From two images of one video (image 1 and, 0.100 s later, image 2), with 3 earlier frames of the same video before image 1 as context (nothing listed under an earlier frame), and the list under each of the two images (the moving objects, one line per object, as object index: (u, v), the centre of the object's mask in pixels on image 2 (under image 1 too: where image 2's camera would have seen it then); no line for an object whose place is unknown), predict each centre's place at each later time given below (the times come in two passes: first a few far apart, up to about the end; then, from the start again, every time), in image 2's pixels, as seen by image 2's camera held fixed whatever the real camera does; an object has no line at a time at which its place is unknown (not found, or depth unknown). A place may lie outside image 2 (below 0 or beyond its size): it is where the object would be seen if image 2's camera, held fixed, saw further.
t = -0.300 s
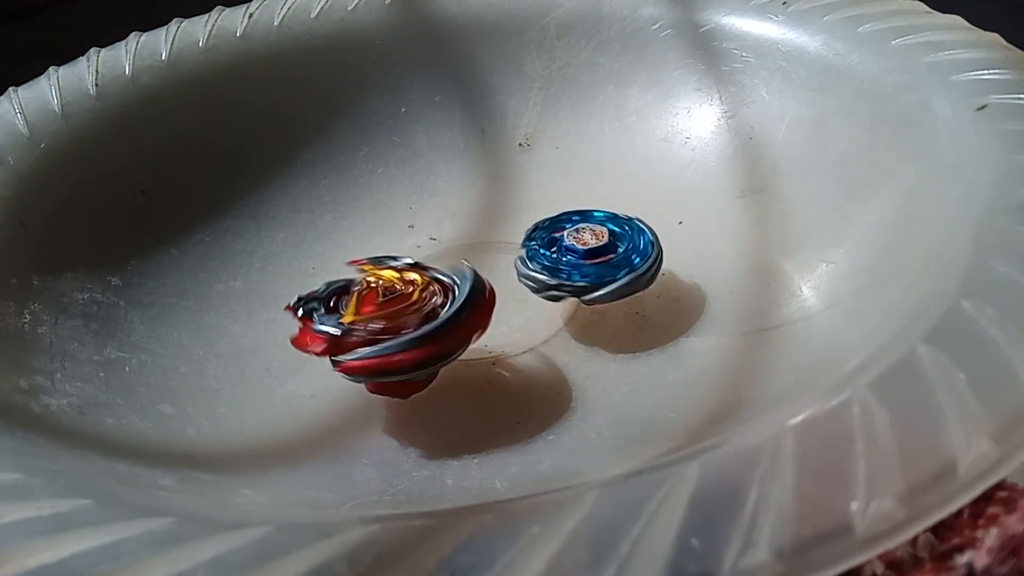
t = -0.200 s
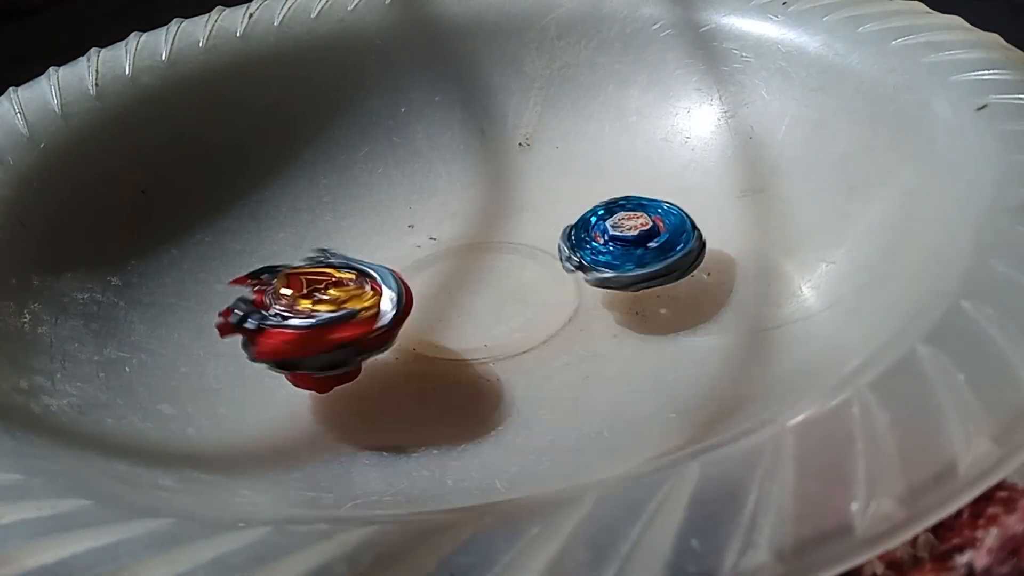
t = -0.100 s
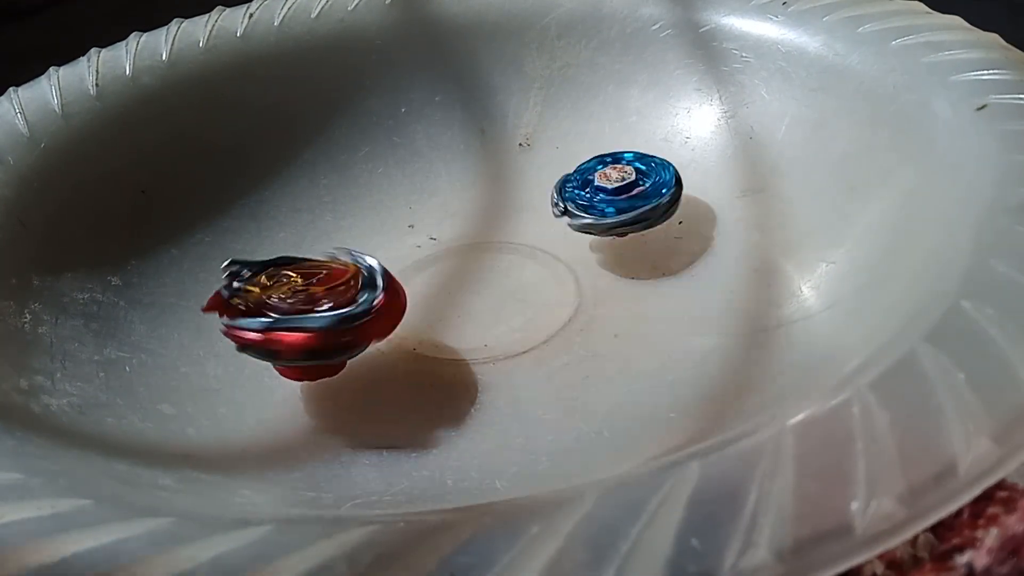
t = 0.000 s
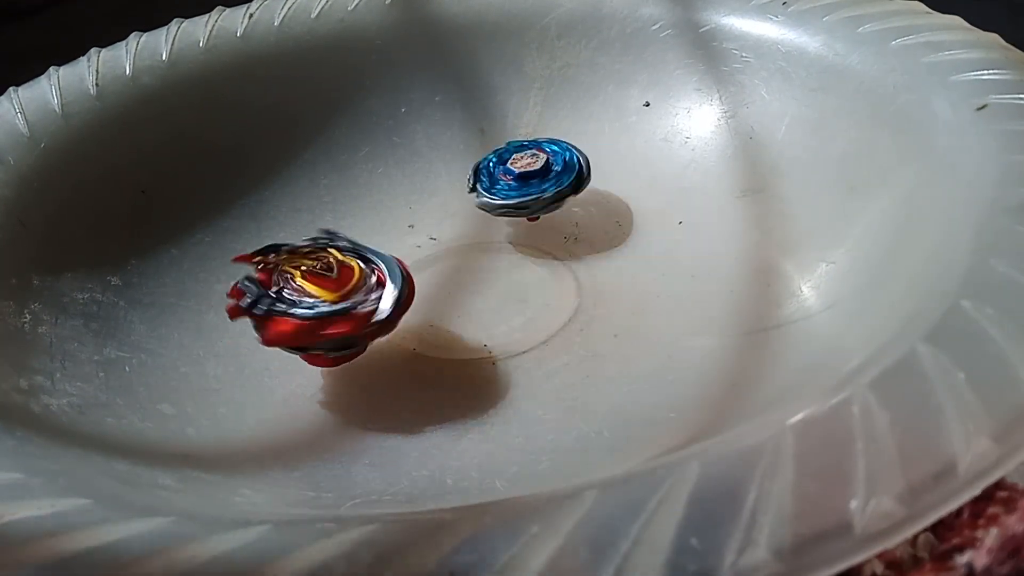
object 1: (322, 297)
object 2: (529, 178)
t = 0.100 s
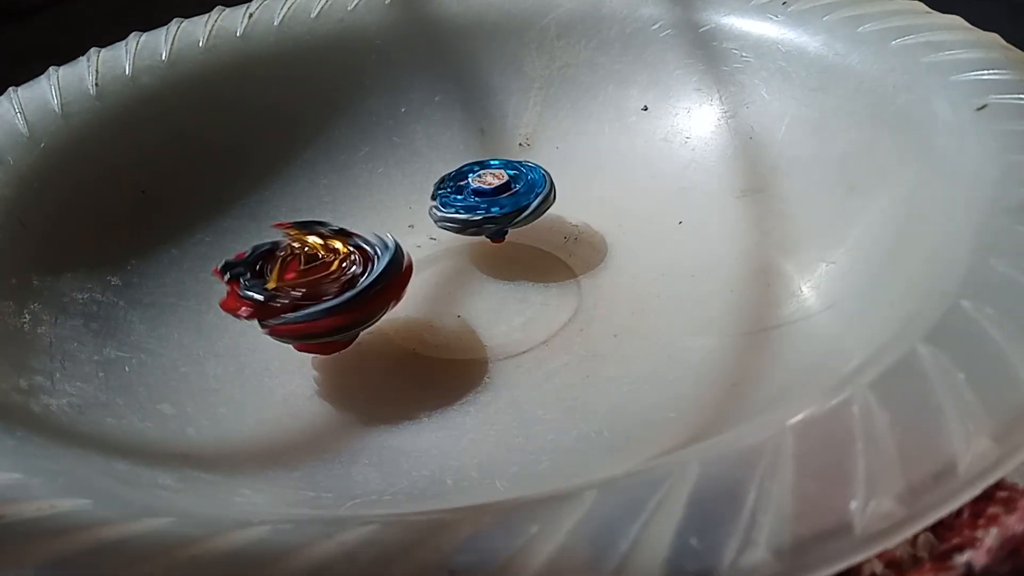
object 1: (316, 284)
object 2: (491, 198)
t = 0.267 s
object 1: (314, 256)
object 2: (496, 233)
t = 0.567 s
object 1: (333, 219)
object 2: (526, 325)
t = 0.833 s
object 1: (379, 189)
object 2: (624, 225)
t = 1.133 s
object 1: (468, 163)
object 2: (521, 246)
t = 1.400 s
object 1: (571, 176)
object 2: (445, 298)
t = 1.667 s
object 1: (631, 211)
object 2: (440, 359)
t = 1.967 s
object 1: (612, 186)
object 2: (522, 309)
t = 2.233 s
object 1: (595, 207)
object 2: (393, 357)
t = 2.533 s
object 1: (620, 221)
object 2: (403, 309)
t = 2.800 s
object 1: (583, 260)
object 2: (314, 302)
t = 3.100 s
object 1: (559, 295)
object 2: (363, 290)
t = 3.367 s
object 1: (499, 310)
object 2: (367, 249)
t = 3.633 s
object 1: (445, 319)
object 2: (355, 226)
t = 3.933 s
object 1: (425, 316)
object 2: (372, 226)
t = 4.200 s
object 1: (422, 311)
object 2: (419, 207)
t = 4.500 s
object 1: (442, 308)
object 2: (431, 194)
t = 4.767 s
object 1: (501, 316)
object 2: (455, 192)
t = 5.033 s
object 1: (590, 276)
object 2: (501, 188)
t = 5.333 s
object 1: (607, 242)
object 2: (524, 183)
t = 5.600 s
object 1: (631, 250)
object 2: (526, 168)
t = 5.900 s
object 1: (589, 259)
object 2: (409, 209)
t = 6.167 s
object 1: (415, 341)
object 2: (501, 238)
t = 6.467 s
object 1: (451, 321)
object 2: (658, 256)
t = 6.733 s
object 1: (409, 224)
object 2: (591, 227)
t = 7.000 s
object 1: (420, 153)
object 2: (496, 288)
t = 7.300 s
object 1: (455, 186)
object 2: (444, 365)
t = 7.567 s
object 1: (605, 221)
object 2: (453, 333)
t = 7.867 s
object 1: (673, 202)
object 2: (316, 318)
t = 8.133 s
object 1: (556, 234)
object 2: (323, 277)
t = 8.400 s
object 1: (492, 188)
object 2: (366, 217)
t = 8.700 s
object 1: (568, 146)
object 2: (396, 193)
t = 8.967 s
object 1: (577, 243)
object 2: (385, 216)
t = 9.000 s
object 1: (584, 267)
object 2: (391, 216)
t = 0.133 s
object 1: (310, 280)
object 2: (490, 205)
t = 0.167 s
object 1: (307, 273)
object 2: (489, 212)
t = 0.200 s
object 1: (306, 268)
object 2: (491, 219)
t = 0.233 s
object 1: (308, 262)
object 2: (491, 226)
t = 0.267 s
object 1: (314, 256)
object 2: (496, 233)
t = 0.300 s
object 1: (312, 250)
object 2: (502, 242)
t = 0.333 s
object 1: (312, 244)
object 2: (506, 253)
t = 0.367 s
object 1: (318, 238)
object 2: (505, 266)
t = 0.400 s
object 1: (318, 233)
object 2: (506, 276)
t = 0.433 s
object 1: (324, 229)
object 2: (508, 286)
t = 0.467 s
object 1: (329, 225)
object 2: (511, 296)
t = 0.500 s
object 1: (332, 223)
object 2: (516, 306)
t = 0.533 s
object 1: (335, 222)
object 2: (520, 316)
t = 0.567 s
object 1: (333, 219)
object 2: (526, 325)
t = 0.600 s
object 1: (335, 215)
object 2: (542, 330)
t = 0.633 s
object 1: (341, 211)
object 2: (567, 329)
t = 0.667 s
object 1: (344, 209)
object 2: (599, 316)
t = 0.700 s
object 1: (351, 205)
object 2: (627, 298)
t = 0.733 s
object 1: (357, 201)
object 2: (643, 276)
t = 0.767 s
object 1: (364, 197)
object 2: (646, 257)
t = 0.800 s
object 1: (374, 193)
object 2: (640, 237)
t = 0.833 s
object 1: (379, 189)
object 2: (624, 225)
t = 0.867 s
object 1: (390, 183)
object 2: (604, 219)
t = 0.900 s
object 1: (398, 180)
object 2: (590, 220)
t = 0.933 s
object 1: (407, 178)
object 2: (578, 222)
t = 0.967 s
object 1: (418, 175)
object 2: (568, 226)
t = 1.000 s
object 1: (428, 172)
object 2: (558, 230)
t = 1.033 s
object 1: (438, 169)
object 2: (549, 233)
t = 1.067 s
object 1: (450, 167)
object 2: (538, 237)
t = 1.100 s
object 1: (460, 165)
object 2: (531, 241)
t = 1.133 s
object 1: (468, 163)
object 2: (521, 246)
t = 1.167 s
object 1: (482, 162)
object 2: (513, 251)
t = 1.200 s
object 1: (491, 164)
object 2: (503, 259)
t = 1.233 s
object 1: (504, 165)
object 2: (495, 265)
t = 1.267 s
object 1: (514, 168)
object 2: (485, 274)
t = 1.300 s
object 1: (531, 168)
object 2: (475, 278)
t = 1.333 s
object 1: (545, 171)
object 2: (465, 285)
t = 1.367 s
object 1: (560, 172)
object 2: (455, 291)
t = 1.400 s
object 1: (571, 176)
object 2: (445, 298)
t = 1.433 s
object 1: (583, 180)
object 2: (436, 306)
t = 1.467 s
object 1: (592, 186)
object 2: (428, 313)
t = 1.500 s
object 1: (603, 190)
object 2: (419, 320)
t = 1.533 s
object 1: (609, 195)
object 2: (409, 329)
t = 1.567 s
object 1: (616, 200)
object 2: (402, 337)
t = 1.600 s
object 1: (620, 204)
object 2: (405, 346)
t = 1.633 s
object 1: (629, 208)
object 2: (417, 354)
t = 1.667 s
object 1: (631, 211)
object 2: (440, 359)
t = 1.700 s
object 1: (635, 216)
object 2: (473, 358)
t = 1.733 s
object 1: (637, 217)
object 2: (511, 350)
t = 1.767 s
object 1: (634, 220)
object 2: (545, 338)
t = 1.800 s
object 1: (634, 220)
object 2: (568, 322)
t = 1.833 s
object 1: (644, 206)
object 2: (576, 316)
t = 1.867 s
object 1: (655, 199)
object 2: (574, 309)
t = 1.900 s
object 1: (649, 192)
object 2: (562, 305)
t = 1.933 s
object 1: (629, 189)
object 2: (545, 305)
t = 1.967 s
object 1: (612, 186)
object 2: (522, 309)
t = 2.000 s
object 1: (597, 184)
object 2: (499, 314)
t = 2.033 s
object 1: (589, 184)
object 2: (475, 318)
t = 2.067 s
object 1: (585, 185)
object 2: (450, 323)
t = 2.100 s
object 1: (583, 187)
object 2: (425, 329)
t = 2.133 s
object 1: (583, 190)
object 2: (403, 335)
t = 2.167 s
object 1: (584, 195)
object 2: (385, 342)
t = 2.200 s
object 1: (590, 201)
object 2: (381, 350)
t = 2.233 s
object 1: (595, 207)
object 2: (393, 357)
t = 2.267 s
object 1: (598, 214)
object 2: (415, 361)
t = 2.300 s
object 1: (604, 221)
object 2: (441, 359)
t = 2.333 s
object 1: (611, 227)
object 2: (463, 352)
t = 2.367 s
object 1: (617, 232)
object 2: (472, 342)
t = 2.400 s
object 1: (623, 234)
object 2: (467, 332)
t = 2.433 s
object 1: (629, 234)
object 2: (453, 324)
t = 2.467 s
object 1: (629, 228)
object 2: (436, 317)
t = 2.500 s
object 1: (626, 224)
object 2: (418, 313)
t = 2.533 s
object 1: (620, 221)
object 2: (403, 309)
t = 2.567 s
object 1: (616, 221)
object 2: (388, 306)
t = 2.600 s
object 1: (609, 224)
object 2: (374, 303)
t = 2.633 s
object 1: (605, 228)
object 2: (359, 300)
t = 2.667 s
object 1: (601, 233)
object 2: (345, 298)
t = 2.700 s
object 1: (599, 239)
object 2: (334, 297)
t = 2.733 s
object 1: (592, 245)
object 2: (326, 296)
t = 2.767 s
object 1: (588, 251)
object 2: (319, 297)
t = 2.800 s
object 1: (583, 260)
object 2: (314, 302)
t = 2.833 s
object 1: (579, 266)
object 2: (313, 310)
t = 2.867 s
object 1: (576, 273)
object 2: (320, 319)
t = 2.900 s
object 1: (572, 279)
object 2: (334, 325)
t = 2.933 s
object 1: (570, 284)
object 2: (347, 325)
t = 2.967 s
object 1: (566, 290)
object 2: (356, 321)
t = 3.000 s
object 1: (561, 293)
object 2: (361, 315)
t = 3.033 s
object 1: (562, 294)
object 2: (363, 308)
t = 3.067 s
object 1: (561, 296)
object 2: (364, 298)
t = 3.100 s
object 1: (559, 295)
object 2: (363, 290)
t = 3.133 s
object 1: (557, 295)
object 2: (363, 284)
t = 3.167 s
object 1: (553, 296)
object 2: (363, 278)
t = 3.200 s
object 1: (544, 297)
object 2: (364, 273)
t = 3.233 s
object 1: (536, 299)
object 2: (364, 268)
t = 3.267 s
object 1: (529, 301)
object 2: (365, 264)
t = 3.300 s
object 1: (522, 304)
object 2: (367, 258)
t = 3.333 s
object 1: (510, 307)
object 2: (367, 253)
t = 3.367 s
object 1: (499, 310)
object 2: (367, 249)
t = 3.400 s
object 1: (485, 313)
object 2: (367, 244)
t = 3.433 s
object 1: (475, 314)
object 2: (367, 239)
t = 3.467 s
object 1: (465, 317)
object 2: (367, 236)
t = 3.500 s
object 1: (456, 319)
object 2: (367, 232)
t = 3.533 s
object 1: (454, 318)
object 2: (365, 229)
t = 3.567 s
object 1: (451, 318)
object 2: (363, 227)
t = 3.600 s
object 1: (447, 318)
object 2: (360, 225)
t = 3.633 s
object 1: (445, 319)
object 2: (355, 226)
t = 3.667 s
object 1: (444, 319)
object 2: (351, 228)
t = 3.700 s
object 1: (442, 319)
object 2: (347, 230)
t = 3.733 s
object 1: (439, 318)
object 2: (345, 233)
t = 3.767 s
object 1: (436, 318)
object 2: (346, 236)
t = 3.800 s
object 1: (432, 318)
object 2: (350, 237)
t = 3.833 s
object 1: (427, 317)
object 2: (354, 234)
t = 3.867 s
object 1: (426, 317)
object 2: (359, 233)
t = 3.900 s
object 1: (425, 316)
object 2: (366, 230)
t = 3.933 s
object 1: (425, 316)
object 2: (372, 226)
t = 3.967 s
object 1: (424, 315)
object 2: (378, 225)
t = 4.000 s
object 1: (422, 314)
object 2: (385, 221)
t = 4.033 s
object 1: (421, 314)
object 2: (392, 219)
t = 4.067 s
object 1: (420, 314)
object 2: (398, 217)
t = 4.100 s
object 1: (420, 312)
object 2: (404, 213)
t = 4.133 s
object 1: (421, 311)
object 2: (409, 211)
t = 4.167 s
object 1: (422, 311)
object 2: (414, 208)
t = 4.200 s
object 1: (422, 311)
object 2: (419, 207)
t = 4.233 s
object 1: (423, 310)
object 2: (423, 203)
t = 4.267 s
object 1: (425, 309)
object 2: (427, 200)
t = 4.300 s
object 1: (428, 308)
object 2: (429, 198)
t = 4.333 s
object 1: (430, 308)
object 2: (431, 196)
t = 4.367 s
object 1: (431, 308)
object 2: (430, 195)
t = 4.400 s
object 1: (433, 308)
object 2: (430, 194)
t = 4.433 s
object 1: (434, 308)
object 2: (430, 194)
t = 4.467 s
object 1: (436, 308)
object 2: (430, 194)
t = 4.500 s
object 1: (442, 308)
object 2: (431, 194)
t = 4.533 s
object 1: (447, 308)
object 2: (433, 195)
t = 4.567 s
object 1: (450, 308)
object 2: (434, 193)
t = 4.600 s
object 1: (455, 310)
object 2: (437, 193)
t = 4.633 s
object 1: (461, 312)
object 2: (439, 193)
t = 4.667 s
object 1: (469, 314)
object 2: (443, 193)
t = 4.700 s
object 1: (477, 316)
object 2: (447, 194)
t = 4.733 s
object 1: (487, 316)
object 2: (450, 193)
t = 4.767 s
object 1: (501, 316)
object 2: (455, 192)
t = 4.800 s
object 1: (513, 314)
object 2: (459, 193)
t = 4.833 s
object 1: (528, 311)
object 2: (465, 193)
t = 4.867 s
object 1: (543, 306)
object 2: (472, 191)
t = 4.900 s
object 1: (555, 301)
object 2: (478, 191)
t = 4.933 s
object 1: (565, 295)
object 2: (482, 191)
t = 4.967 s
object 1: (577, 290)
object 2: (488, 190)
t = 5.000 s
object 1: (583, 283)
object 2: (495, 189)
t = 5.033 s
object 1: (590, 276)
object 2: (501, 188)
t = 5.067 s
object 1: (593, 269)
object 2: (505, 187)
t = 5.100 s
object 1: (595, 264)
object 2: (512, 185)
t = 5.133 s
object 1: (597, 259)
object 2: (516, 183)
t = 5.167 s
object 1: (600, 254)
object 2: (517, 181)
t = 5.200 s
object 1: (603, 251)
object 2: (516, 182)
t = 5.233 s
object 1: (604, 249)
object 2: (516, 182)
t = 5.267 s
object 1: (602, 246)
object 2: (519, 181)
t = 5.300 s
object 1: (606, 245)
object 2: (520, 181)
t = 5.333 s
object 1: (607, 242)
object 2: (524, 183)
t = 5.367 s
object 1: (605, 237)
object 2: (521, 181)
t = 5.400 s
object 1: (606, 235)
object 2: (523, 181)
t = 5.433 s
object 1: (610, 234)
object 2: (526, 181)
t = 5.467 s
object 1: (611, 232)
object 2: (530, 181)
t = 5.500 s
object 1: (613, 231)
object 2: (534, 183)
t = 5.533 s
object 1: (616, 234)
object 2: (535, 179)
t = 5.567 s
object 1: (625, 246)
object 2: (538, 175)
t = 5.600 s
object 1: (631, 250)
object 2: (526, 168)
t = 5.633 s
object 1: (643, 251)
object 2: (508, 162)
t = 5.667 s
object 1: (650, 249)
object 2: (487, 161)
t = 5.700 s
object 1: (650, 249)
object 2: (468, 162)
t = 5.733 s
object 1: (647, 249)
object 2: (448, 166)
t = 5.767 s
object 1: (643, 249)
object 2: (428, 174)
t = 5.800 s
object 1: (635, 249)
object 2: (416, 184)
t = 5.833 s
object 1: (623, 250)
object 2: (407, 192)
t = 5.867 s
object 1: (607, 254)
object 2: (403, 201)
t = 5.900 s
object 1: (589, 259)
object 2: (409, 209)
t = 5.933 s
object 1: (570, 266)
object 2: (416, 213)
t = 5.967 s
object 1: (549, 273)
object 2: (423, 218)
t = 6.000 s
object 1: (525, 281)
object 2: (427, 221)
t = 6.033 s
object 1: (503, 288)
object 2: (435, 223)
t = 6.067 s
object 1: (477, 295)
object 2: (446, 221)
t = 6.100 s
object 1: (449, 312)
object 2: (466, 224)
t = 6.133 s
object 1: (427, 329)
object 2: (483, 231)
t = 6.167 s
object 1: (415, 341)
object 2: (501, 238)
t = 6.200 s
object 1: (407, 351)
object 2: (515, 248)
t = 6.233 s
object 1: (405, 359)
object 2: (531, 254)
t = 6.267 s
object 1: (410, 364)
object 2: (549, 261)
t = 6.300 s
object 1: (419, 364)
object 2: (566, 264)
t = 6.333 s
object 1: (435, 361)
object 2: (585, 270)
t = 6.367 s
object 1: (446, 354)
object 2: (606, 274)
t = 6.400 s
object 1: (454, 345)
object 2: (624, 273)
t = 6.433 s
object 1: (456, 334)
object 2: (646, 267)
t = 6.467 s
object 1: (451, 321)
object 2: (658, 256)
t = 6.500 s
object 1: (444, 307)
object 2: (667, 246)
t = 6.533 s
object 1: (435, 296)
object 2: (670, 235)
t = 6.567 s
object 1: (425, 282)
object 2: (664, 226)
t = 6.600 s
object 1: (418, 270)
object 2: (655, 220)
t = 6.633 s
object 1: (414, 258)
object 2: (638, 217)
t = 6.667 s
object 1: (411, 246)
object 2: (623, 218)
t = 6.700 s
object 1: (409, 235)
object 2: (605, 220)
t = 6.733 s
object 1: (409, 224)
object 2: (591, 227)
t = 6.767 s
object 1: (412, 213)
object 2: (580, 233)
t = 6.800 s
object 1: (413, 203)
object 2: (566, 240)
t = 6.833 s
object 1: (416, 193)
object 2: (555, 247)
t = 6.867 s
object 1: (423, 183)
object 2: (540, 255)
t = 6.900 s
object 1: (425, 174)
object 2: (530, 263)
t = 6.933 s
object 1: (427, 166)
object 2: (518, 270)
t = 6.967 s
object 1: (427, 158)
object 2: (506, 280)
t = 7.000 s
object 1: (420, 153)
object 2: (496, 288)
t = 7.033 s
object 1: (414, 151)
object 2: (482, 297)
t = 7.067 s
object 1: (410, 151)
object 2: (472, 306)
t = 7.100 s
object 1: (403, 156)
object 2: (459, 316)
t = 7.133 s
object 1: (402, 162)
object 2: (449, 325)
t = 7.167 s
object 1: (407, 168)
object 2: (435, 336)
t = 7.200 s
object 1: (412, 174)
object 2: (428, 347)
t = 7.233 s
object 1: (425, 179)
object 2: (426, 355)
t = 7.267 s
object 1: (440, 182)
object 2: (432, 364)
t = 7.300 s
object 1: (455, 186)
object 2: (444, 365)
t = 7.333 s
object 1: (471, 190)
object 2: (460, 367)
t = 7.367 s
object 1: (485, 195)
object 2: (476, 362)
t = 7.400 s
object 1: (500, 200)
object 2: (488, 358)
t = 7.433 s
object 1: (515, 206)
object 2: (497, 350)
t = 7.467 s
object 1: (529, 212)
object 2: (499, 341)
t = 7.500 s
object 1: (544, 219)
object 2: (495, 333)
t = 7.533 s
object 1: (558, 227)
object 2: (485, 325)
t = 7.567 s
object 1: (605, 221)
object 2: (453, 333)
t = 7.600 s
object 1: (642, 217)
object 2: (434, 334)
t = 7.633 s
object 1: (658, 214)
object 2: (414, 332)
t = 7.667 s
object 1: (663, 211)
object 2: (392, 331)
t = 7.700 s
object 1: (665, 201)
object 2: (378, 330)
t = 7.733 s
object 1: (671, 197)
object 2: (360, 328)
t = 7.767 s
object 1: (680, 194)
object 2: (346, 326)
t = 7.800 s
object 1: (683, 195)
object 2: (332, 323)
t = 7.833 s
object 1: (683, 197)
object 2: (323, 321)
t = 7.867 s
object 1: (673, 202)
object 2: (316, 318)
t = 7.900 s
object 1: (662, 210)
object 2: (310, 315)
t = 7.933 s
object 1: (645, 219)
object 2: (306, 312)
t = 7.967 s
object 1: (629, 227)
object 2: (305, 308)
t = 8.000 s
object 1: (614, 233)
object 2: (307, 303)
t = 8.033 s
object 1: (602, 236)
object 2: (310, 300)
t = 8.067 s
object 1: (589, 237)
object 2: (314, 291)
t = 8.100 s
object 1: (575, 236)
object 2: (319, 284)
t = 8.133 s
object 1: (556, 234)
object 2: (323, 277)
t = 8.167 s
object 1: (537, 231)
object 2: (329, 268)
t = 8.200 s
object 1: (521, 228)
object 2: (333, 260)
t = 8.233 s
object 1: (511, 224)
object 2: (338, 250)
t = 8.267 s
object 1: (503, 218)
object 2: (343, 244)
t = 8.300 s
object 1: (496, 210)
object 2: (348, 236)
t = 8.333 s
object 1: (491, 203)
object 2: (356, 228)
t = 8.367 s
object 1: (489, 194)
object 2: (358, 224)
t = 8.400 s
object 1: (492, 188)
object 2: (366, 217)
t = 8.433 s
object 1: (496, 181)
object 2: (370, 213)
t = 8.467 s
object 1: (501, 175)
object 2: (375, 208)
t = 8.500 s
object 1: (504, 168)
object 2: (383, 204)
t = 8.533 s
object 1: (511, 161)
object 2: (388, 200)
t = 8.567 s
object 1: (518, 154)
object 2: (397, 197)
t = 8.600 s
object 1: (523, 149)
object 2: (403, 195)
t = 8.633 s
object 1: (526, 144)
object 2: (410, 192)
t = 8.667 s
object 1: (553, 141)
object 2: (404, 192)
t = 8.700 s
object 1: (568, 146)
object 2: (396, 193)
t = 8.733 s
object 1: (568, 154)
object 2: (388, 192)
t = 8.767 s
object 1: (562, 162)
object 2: (382, 195)
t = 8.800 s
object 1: (560, 167)
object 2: (375, 198)
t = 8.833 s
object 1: (559, 181)
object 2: (371, 202)
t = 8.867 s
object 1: (561, 193)
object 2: (369, 206)
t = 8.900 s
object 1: (566, 207)
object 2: (371, 210)
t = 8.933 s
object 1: (570, 225)
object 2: (378, 213)
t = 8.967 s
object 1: (577, 243)
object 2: (385, 216)
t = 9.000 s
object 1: (584, 267)
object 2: (391, 216)
